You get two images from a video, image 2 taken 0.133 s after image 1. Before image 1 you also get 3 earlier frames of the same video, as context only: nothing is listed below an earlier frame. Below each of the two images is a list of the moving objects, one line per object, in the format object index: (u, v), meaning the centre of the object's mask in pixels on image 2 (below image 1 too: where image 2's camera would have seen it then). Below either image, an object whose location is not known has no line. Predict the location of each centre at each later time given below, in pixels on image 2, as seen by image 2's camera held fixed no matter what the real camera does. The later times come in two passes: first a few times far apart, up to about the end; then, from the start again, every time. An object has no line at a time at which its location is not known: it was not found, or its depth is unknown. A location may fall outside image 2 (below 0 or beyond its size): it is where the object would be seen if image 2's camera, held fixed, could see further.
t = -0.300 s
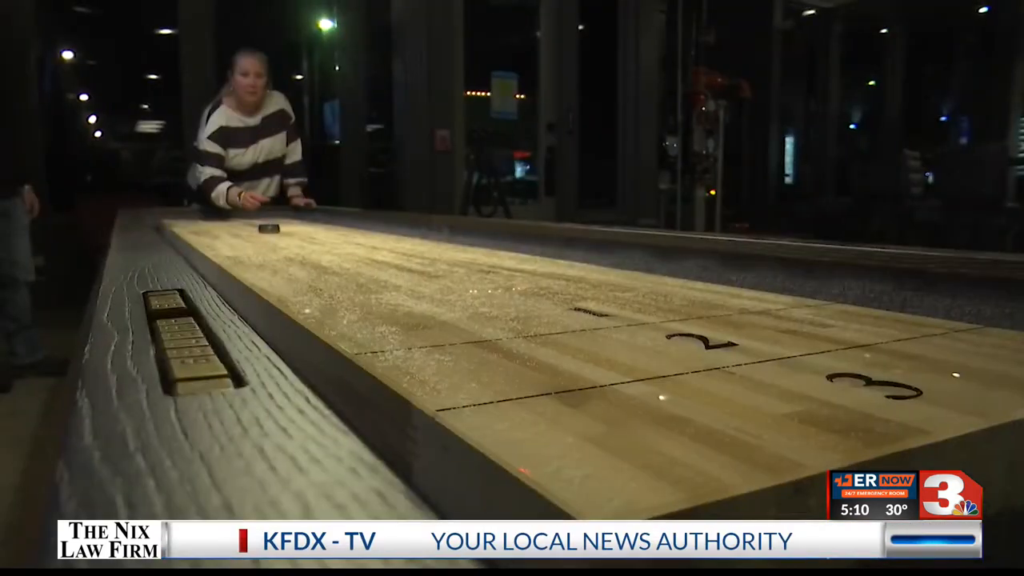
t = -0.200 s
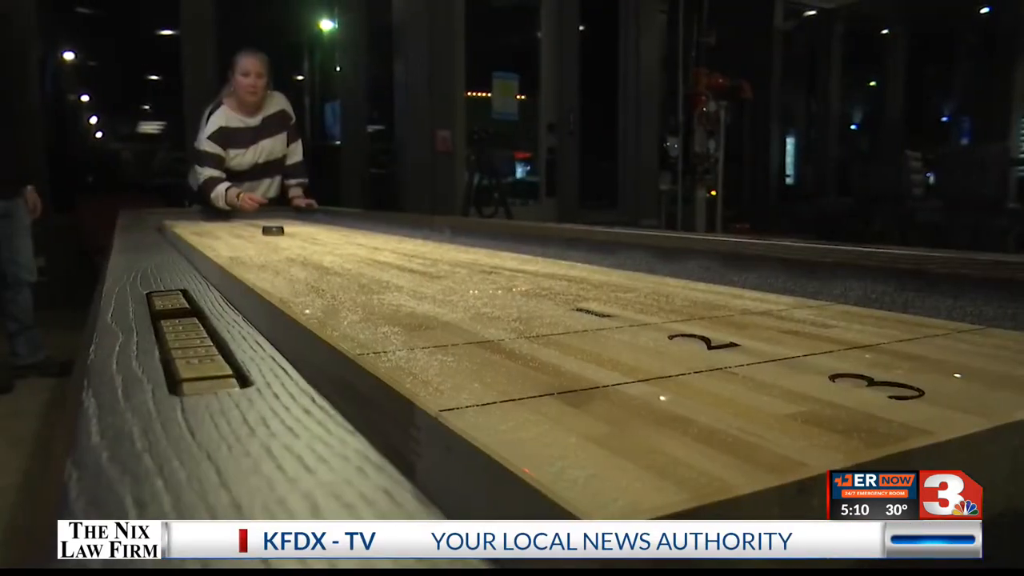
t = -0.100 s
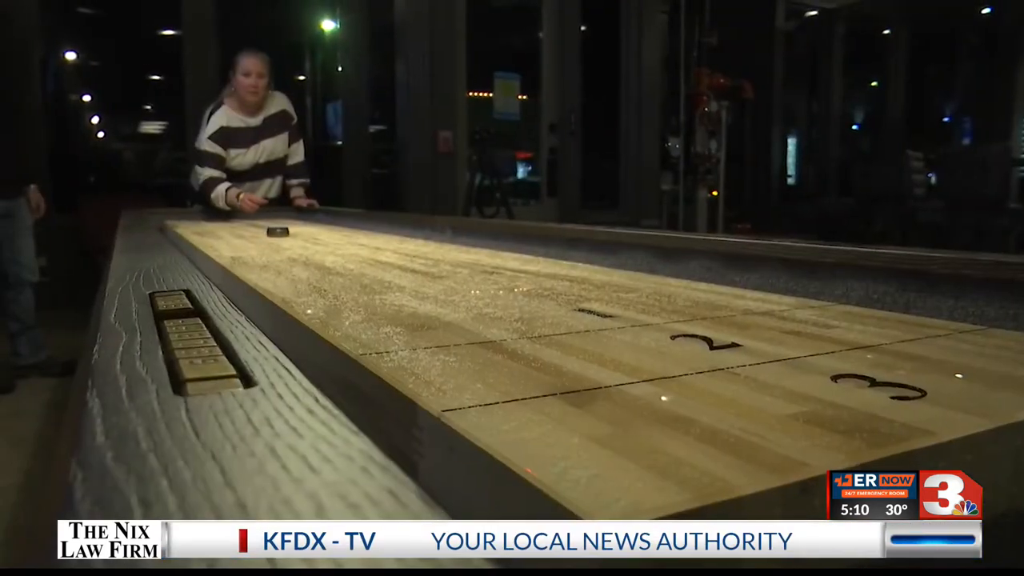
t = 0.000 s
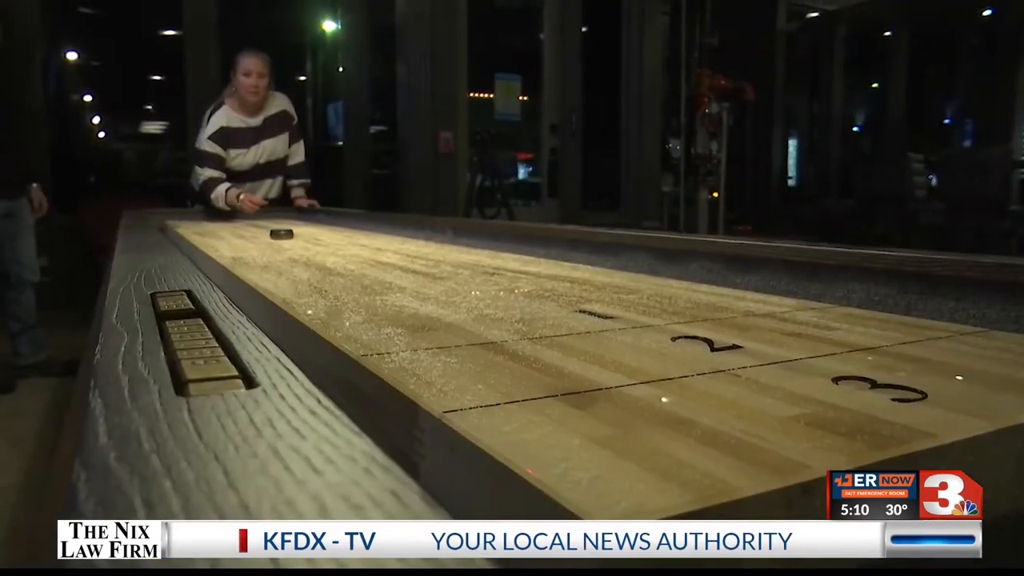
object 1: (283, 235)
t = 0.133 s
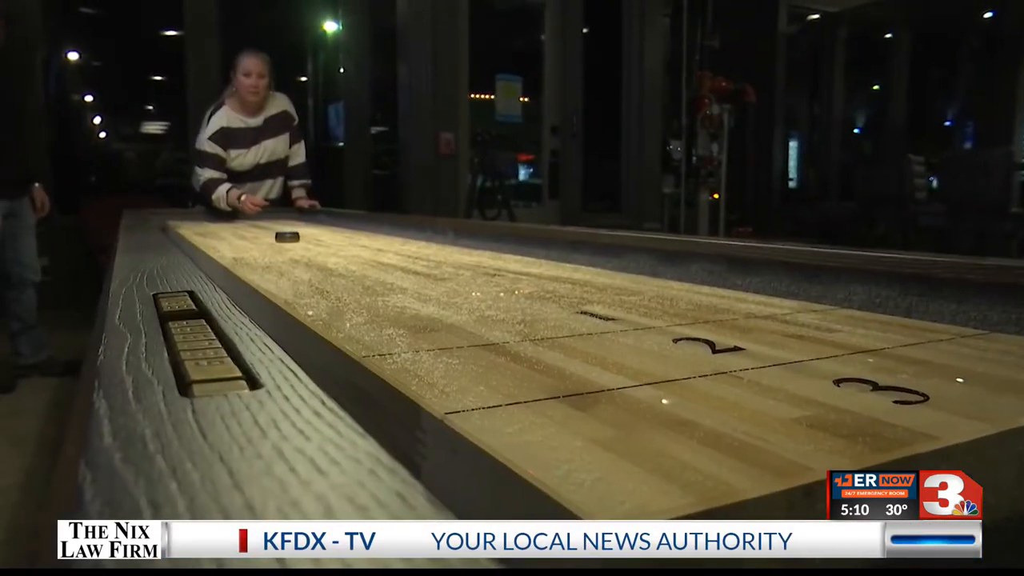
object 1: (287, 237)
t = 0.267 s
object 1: (292, 240)
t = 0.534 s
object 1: (302, 244)
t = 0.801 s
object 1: (315, 250)
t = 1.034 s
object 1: (327, 257)
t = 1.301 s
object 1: (345, 266)
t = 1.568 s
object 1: (367, 277)
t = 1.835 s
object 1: (392, 290)
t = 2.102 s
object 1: (421, 307)
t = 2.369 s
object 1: (456, 328)
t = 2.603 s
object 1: (497, 350)
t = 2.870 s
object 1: (563, 387)
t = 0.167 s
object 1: (288, 238)
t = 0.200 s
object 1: (289, 238)
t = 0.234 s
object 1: (290, 239)
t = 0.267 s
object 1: (292, 240)
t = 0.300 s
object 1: (293, 240)
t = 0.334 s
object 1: (294, 240)
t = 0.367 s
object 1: (296, 241)
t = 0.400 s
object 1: (297, 242)
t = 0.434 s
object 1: (298, 242)
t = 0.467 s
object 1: (299, 243)
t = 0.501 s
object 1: (301, 244)
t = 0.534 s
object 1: (302, 244)
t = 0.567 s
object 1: (304, 245)
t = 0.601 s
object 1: (305, 246)
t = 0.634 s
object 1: (307, 247)
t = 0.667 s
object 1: (308, 247)
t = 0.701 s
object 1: (310, 248)
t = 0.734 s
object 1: (311, 249)
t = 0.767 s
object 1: (313, 250)
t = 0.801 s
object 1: (315, 250)
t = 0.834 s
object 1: (316, 251)
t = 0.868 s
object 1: (318, 252)
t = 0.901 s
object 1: (320, 253)
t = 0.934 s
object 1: (322, 254)
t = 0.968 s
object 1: (323, 255)
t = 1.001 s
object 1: (326, 256)
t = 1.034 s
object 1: (327, 257)
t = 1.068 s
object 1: (329, 258)
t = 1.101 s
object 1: (331, 259)
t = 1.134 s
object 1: (334, 260)
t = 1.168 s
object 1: (336, 261)
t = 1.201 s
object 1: (338, 263)
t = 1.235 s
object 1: (340, 264)
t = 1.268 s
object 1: (343, 265)
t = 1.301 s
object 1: (345, 266)
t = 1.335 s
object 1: (347, 267)
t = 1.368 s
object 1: (350, 268)
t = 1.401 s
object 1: (353, 270)
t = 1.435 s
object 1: (355, 271)
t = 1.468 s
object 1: (358, 273)
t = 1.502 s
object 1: (361, 274)
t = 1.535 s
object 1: (363, 275)
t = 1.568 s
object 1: (367, 277)
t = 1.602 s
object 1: (370, 279)
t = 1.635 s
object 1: (373, 280)
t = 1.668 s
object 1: (376, 282)
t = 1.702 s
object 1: (379, 283)
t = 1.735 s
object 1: (382, 285)
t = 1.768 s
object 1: (385, 287)
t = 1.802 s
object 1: (389, 288)
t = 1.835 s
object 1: (392, 290)
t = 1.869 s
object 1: (395, 292)
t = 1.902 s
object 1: (399, 294)
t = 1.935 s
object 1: (402, 295)
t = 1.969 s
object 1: (406, 298)
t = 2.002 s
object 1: (409, 300)
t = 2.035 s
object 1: (413, 302)
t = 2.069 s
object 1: (417, 304)
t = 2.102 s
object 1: (421, 307)
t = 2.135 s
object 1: (425, 308)
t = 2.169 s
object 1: (429, 311)
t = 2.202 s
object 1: (433, 313)
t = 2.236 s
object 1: (436, 315)
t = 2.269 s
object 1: (441, 318)
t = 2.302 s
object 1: (446, 321)
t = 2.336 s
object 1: (451, 324)
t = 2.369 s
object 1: (456, 328)
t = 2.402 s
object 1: (461, 331)
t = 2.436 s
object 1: (466, 333)
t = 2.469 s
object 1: (472, 336)
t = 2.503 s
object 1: (478, 340)
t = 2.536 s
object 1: (484, 343)
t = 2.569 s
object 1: (491, 348)
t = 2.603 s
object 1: (497, 350)
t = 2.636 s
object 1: (504, 355)
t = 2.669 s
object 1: (511, 358)
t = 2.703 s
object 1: (518, 362)
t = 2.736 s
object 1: (527, 367)
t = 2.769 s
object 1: (535, 372)
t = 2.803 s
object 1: (543, 376)
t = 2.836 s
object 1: (553, 382)
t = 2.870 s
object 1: (563, 387)
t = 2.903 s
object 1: (572, 391)
